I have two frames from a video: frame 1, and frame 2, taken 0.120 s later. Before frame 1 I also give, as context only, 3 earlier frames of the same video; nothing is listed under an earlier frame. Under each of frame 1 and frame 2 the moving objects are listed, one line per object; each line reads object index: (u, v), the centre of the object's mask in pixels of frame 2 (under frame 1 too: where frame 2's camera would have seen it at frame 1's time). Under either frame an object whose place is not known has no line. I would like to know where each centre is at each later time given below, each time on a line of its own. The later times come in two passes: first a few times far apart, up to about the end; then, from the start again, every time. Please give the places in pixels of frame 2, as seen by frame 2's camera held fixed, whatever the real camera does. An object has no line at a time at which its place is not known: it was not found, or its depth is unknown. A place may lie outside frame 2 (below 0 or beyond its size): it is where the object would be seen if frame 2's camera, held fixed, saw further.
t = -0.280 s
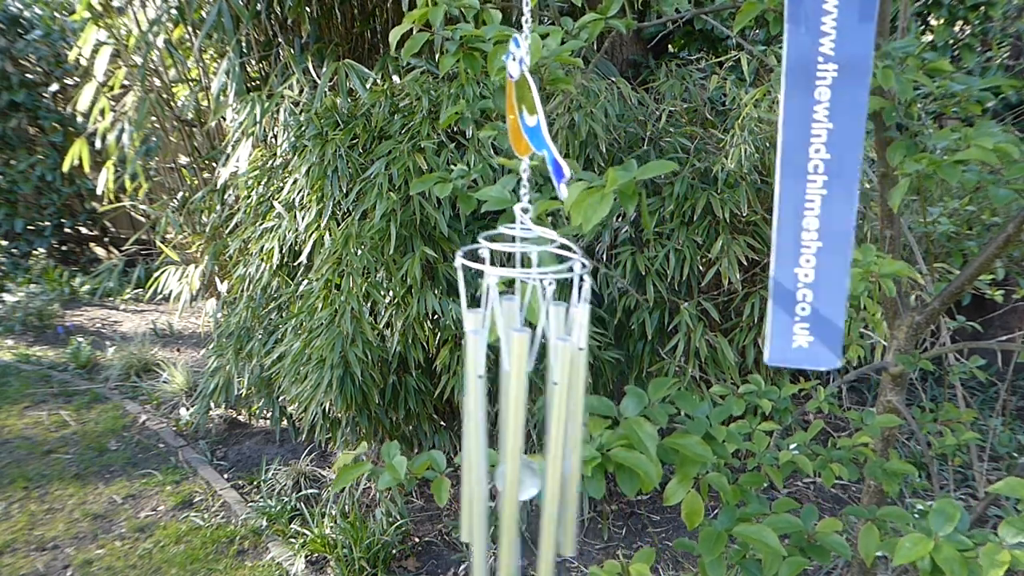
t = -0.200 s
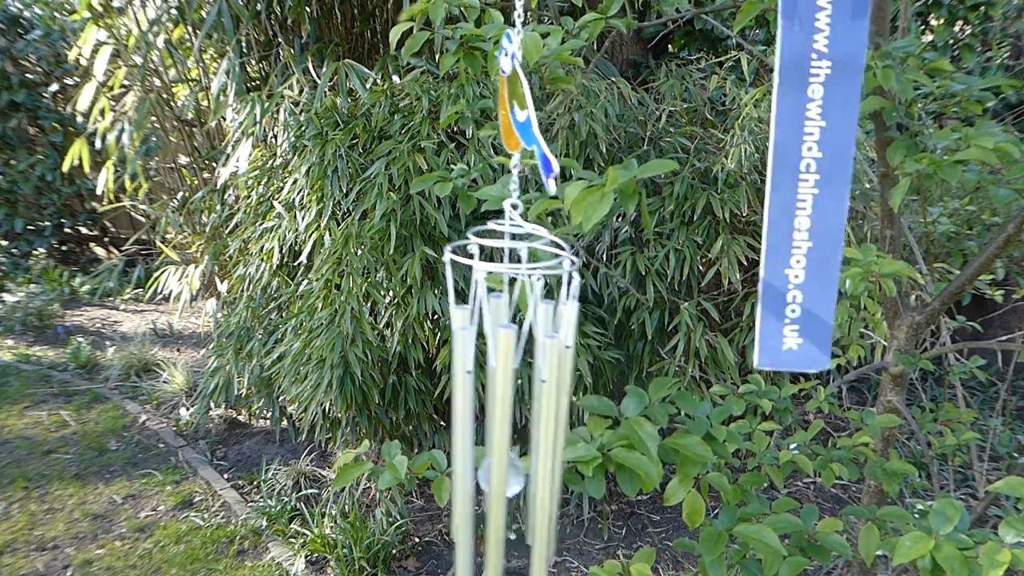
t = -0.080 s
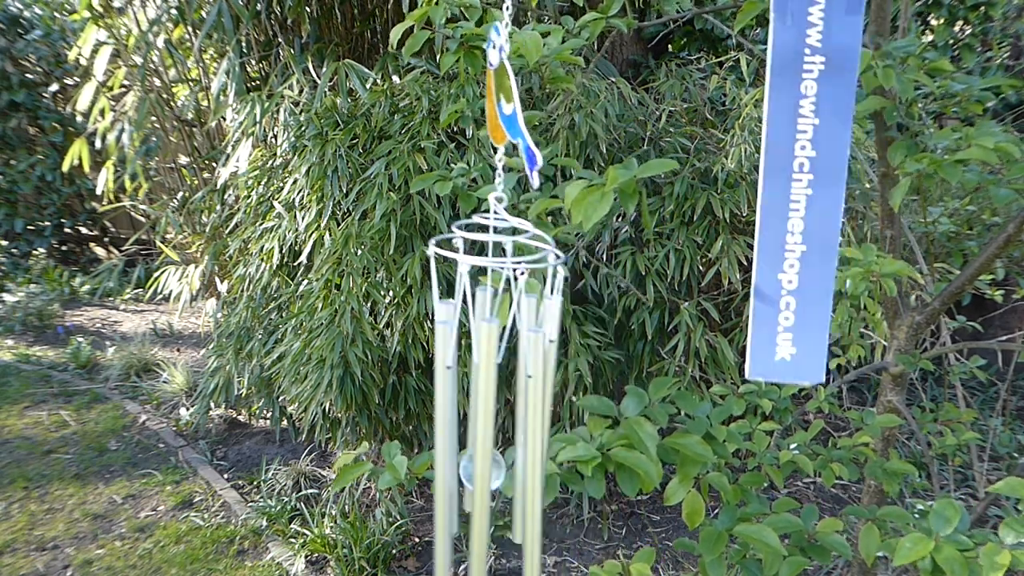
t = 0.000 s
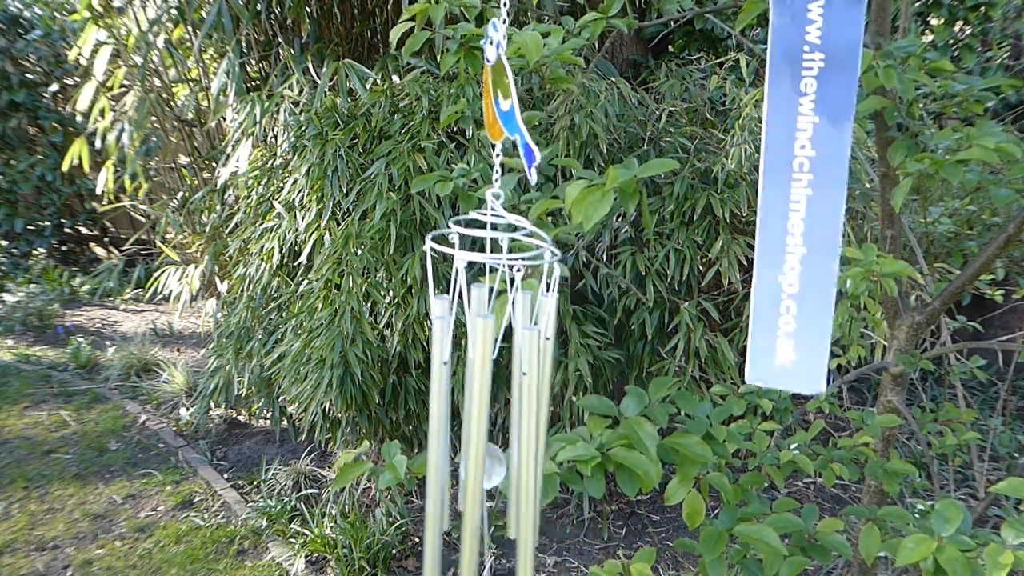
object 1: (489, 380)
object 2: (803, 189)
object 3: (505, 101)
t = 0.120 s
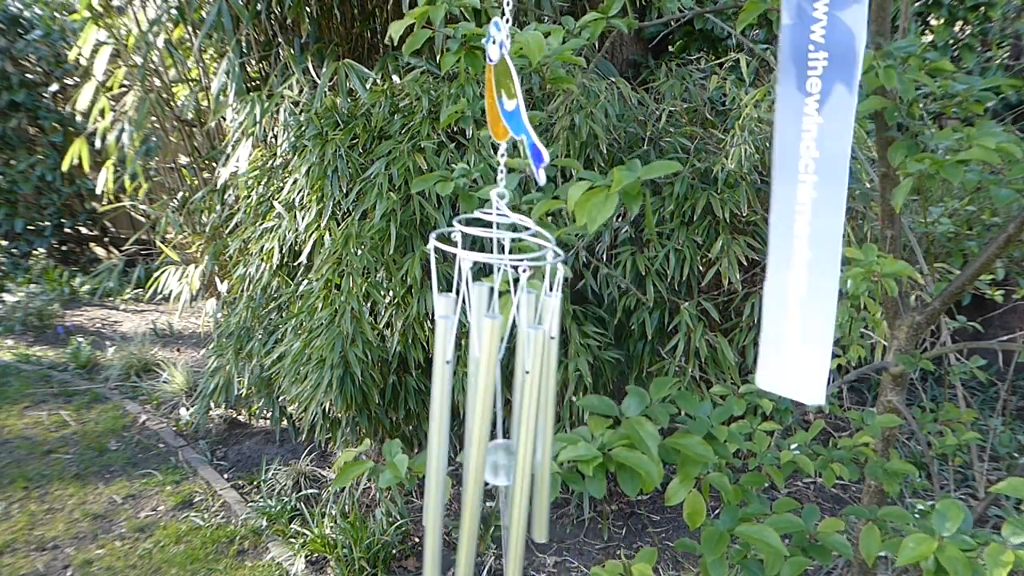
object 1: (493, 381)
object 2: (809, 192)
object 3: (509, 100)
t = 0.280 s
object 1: (511, 390)
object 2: (824, 193)
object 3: (525, 111)
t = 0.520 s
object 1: (559, 389)
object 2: (831, 185)
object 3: (553, 124)
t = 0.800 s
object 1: (553, 402)
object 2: (821, 182)
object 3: (553, 132)
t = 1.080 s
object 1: (487, 386)
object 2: (820, 190)
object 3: (501, 112)
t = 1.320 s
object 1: (444, 381)
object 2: (765, 197)
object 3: (466, 103)
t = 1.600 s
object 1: (468, 395)
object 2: (747, 190)
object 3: (487, 118)
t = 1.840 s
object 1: (527, 391)
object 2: (806, 193)
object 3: (525, 121)
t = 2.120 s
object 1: (553, 403)
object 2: (859, 195)
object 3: (549, 129)
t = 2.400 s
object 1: (522, 386)
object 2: (787, 190)
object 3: (526, 117)
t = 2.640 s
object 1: (487, 389)
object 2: (764, 188)
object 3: (510, 107)
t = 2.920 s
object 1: (495, 380)
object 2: (851, 189)
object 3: (509, 95)
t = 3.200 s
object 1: (520, 390)
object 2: (834, 184)
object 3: (531, 107)
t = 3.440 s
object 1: (542, 386)
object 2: (794, 179)
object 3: (542, 107)
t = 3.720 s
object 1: (546, 392)
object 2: (836, 195)
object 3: (550, 120)
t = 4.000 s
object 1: (542, 383)
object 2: (869, 185)
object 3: (548, 107)
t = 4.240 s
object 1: (525, 388)
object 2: (838, 176)
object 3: (540, 99)
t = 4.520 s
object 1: (510, 388)
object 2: (832, 182)
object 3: (525, 101)
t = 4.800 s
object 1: (522, 385)
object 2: (840, 197)
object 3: (535, 113)
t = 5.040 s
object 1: (551, 392)
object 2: (838, 194)
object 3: (555, 111)
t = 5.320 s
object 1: (557, 396)
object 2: (839, 190)
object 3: (563, 118)
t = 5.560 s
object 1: (531, 399)
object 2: (877, 199)
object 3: (548, 119)
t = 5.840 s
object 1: (506, 384)
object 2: (828, 194)
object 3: (521, 105)
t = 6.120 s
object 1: (512, 388)
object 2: (781, 188)
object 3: (529, 102)
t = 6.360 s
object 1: (544, 385)
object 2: (885, 200)
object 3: (551, 101)
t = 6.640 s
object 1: (559, 393)
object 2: (858, 201)
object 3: (565, 114)
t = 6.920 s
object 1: (540, 395)
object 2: (798, 201)
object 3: (546, 111)
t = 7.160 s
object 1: (510, 388)
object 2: (845, 205)
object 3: (525, 105)
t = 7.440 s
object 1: (503, 391)
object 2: (817, 192)
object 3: (521, 99)
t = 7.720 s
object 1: (530, 388)
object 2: (842, 193)
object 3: (535, 100)
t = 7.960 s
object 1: (549, 384)
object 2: (863, 195)
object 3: (554, 109)
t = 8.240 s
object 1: (558, 384)
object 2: (863, 201)
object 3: (561, 103)
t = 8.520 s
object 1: (554, 392)
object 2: (846, 199)
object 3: (559, 106)
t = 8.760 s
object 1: (540, 395)
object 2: (858, 197)
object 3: (547, 105)
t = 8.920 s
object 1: (527, 391)
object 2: (886, 195)
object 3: (538, 98)
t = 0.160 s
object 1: (496, 382)
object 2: (812, 192)
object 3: (512, 101)
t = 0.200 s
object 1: (500, 383)
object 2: (816, 192)
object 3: (515, 104)
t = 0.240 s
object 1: (505, 387)
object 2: (820, 193)
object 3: (520, 108)
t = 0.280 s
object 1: (511, 390)
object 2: (824, 193)
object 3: (525, 111)
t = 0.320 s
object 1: (519, 393)
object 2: (828, 193)
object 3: (531, 114)
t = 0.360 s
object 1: (528, 392)
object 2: (831, 192)
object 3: (536, 117)
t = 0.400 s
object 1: (536, 392)
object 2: (832, 191)
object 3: (542, 119)
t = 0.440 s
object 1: (544, 390)
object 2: (833, 189)
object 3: (547, 120)
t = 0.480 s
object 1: (552, 391)
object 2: (832, 187)
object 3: (551, 122)
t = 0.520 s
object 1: (559, 389)
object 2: (831, 185)
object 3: (553, 124)
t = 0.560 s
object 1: (565, 389)
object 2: (829, 184)
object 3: (554, 125)
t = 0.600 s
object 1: (570, 392)
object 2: (827, 183)
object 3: (555, 127)
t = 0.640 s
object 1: (571, 394)
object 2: (826, 181)
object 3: (556, 129)
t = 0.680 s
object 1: (569, 395)
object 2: (824, 181)
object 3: (556, 131)
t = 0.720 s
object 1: (565, 396)
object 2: (823, 180)
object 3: (556, 132)
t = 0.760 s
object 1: (559, 399)
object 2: (822, 181)
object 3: (555, 132)
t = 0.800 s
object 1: (553, 402)
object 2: (821, 182)
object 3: (553, 132)
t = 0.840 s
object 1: (546, 403)
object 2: (822, 183)
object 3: (549, 132)
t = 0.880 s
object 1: (537, 403)
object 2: (822, 185)
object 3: (544, 130)
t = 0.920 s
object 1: (528, 402)
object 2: (823, 186)
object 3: (537, 128)
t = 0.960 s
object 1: (517, 401)
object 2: (823, 187)
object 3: (528, 125)
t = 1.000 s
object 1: (507, 396)
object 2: (823, 188)
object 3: (519, 121)
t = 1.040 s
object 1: (497, 392)
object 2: (822, 189)
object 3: (510, 116)
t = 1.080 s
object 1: (487, 386)
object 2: (820, 190)
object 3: (501, 112)
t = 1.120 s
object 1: (477, 382)
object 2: (815, 190)
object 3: (492, 107)
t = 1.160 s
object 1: (469, 378)
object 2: (808, 190)
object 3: (485, 104)
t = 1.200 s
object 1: (461, 377)
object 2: (799, 191)
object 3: (478, 102)
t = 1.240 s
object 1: (454, 377)
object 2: (788, 193)
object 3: (472, 101)
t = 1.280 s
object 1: (449, 378)
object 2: (776, 195)
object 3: (468, 101)
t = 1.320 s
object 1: (444, 381)
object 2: (765, 197)
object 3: (466, 103)
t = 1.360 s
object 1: (442, 385)
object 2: (755, 196)
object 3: (466, 106)
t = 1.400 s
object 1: (441, 388)
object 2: (748, 194)
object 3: (467, 109)
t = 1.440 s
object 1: (442, 390)
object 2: (742, 193)
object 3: (469, 112)
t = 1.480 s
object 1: (447, 389)
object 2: (740, 192)
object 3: (474, 115)
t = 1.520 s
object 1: (453, 391)
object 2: (740, 192)
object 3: (478, 117)
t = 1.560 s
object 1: (460, 393)
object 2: (742, 191)
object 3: (482, 118)
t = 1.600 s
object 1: (468, 395)
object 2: (747, 190)
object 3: (487, 118)
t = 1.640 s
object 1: (477, 399)
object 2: (752, 190)
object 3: (491, 118)
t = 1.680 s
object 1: (488, 395)
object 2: (760, 191)
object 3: (496, 118)
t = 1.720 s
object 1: (499, 389)
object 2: (769, 192)
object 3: (502, 118)
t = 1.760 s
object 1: (510, 386)
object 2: (781, 192)
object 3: (510, 119)
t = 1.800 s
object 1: (518, 389)
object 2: (793, 192)
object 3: (517, 119)
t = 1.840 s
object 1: (527, 391)
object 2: (806, 193)
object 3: (525, 121)
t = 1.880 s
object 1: (533, 393)
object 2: (819, 192)
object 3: (532, 123)
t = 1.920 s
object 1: (540, 396)
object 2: (831, 193)
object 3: (539, 125)
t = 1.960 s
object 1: (545, 399)
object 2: (842, 192)
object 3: (544, 127)
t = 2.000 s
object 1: (548, 401)
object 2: (850, 194)
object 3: (547, 129)
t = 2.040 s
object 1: (551, 403)
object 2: (856, 194)
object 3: (549, 130)
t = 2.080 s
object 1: (552, 403)
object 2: (859, 195)
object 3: (550, 130)
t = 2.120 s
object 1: (553, 403)
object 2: (859, 195)
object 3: (549, 129)
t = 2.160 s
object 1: (552, 400)
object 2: (856, 195)
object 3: (547, 128)
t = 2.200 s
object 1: (550, 397)
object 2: (850, 194)
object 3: (545, 126)
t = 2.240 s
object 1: (547, 394)
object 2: (840, 194)
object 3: (542, 124)
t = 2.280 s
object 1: (542, 391)
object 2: (829, 192)
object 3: (538, 122)
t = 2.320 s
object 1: (536, 388)
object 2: (815, 191)
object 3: (534, 120)
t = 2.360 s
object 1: (529, 388)
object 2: (801, 190)
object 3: (530, 118)
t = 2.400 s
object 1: (522, 386)
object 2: (787, 190)
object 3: (526, 117)
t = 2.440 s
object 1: (514, 386)
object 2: (776, 189)
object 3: (522, 115)
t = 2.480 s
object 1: (508, 387)
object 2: (766, 189)
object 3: (519, 114)
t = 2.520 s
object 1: (501, 390)
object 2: (760, 188)
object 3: (516, 113)
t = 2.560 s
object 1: (495, 388)
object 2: (758, 186)
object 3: (513, 111)
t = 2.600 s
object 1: (490, 389)
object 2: (759, 186)
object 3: (512, 109)
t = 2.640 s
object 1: (487, 389)
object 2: (764, 188)
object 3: (510, 107)
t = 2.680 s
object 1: (486, 387)
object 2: (773, 189)
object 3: (508, 104)
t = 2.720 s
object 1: (484, 388)
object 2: (785, 191)
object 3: (507, 102)
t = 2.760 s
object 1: (484, 386)
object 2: (798, 191)
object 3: (506, 99)
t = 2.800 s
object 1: (485, 385)
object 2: (813, 191)
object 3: (506, 97)
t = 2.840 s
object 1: (488, 382)
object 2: (827, 190)
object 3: (506, 95)
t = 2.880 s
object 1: (492, 377)
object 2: (841, 190)
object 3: (507, 94)
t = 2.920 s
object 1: (495, 380)
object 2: (851, 189)
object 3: (509, 95)
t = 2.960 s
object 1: (497, 383)
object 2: (859, 187)
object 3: (510, 96)
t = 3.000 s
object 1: (500, 384)
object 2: (863, 184)
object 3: (513, 97)
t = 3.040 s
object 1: (503, 385)
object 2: (862, 184)
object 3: (516, 100)
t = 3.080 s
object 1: (511, 387)
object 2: (859, 186)
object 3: (520, 103)
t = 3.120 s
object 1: (514, 388)
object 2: (852, 186)
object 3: (523, 104)
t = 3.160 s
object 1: (518, 389)
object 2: (844, 185)
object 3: (527, 106)
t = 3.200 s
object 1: (520, 390)
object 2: (834, 184)
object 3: (531, 107)
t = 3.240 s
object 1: (525, 390)
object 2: (824, 183)
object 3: (534, 107)
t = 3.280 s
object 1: (530, 390)
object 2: (815, 182)
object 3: (537, 106)
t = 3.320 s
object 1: (534, 389)
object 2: (807, 180)
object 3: (539, 106)
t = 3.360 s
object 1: (537, 387)
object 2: (800, 179)
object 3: (541, 105)
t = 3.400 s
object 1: (540, 386)
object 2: (796, 178)
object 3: (541, 106)
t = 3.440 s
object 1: (542, 386)
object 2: (794, 179)
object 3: (542, 107)
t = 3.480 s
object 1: (542, 387)
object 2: (794, 181)
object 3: (543, 109)
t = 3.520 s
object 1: (544, 383)
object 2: (796, 184)
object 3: (543, 111)
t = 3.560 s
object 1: (547, 385)
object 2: (801, 188)
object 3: (543, 113)
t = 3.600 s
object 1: (540, 389)
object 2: (807, 190)
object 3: (544, 115)
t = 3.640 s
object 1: (538, 390)
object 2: (816, 192)
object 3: (546, 118)
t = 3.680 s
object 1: (547, 390)
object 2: (826, 194)
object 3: (548, 119)
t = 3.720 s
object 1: (546, 392)
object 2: (836, 195)
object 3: (550, 120)
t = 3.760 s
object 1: (545, 386)
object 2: (846, 195)
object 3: (551, 119)
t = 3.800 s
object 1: (542, 382)
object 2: (854, 194)
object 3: (551, 119)
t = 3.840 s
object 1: (542, 390)
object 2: (861, 193)
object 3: (552, 117)
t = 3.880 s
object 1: (543, 386)
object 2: (866, 192)
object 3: (552, 115)
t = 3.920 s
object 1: (544, 382)
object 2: (870, 190)
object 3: (552, 113)
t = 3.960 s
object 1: (542, 382)
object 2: (870, 187)
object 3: (550, 110)
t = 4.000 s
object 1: (542, 383)
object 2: (869, 185)
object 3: (548, 107)
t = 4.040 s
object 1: (542, 388)
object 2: (866, 183)
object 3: (547, 104)
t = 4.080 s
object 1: (539, 384)
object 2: (861, 182)
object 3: (545, 102)
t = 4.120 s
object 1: (536, 385)
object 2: (855, 181)
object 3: (543, 100)
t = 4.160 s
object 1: (533, 384)
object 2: (849, 179)
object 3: (542, 99)
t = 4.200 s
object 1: (529, 384)
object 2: (844, 178)
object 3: (541, 99)
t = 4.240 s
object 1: (525, 388)
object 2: (838, 176)
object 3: (540, 99)
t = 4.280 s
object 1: (525, 386)
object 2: (834, 176)
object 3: (537, 100)
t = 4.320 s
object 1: (517, 389)
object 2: (831, 175)
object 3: (534, 101)
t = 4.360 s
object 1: (514, 389)
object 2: (829, 175)
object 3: (530, 101)
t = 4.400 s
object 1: (512, 389)
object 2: (828, 176)
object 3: (528, 101)
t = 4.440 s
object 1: (510, 389)
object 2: (829, 177)
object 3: (526, 101)
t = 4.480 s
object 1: (510, 389)
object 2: (830, 180)
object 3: (524, 101)
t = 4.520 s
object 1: (510, 388)
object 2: (832, 182)
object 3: (525, 101)
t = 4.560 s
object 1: (511, 384)
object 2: (834, 184)
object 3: (525, 101)
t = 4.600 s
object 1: (512, 381)
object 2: (836, 187)
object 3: (527, 102)
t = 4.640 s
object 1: (513, 382)
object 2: (838, 190)
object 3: (528, 104)
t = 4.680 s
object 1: (514, 383)
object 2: (839, 192)
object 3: (529, 106)
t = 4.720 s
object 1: (515, 385)
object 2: (839, 194)
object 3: (530, 109)
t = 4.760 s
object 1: (518, 387)
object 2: (840, 196)
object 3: (532, 111)
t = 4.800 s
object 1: (522, 385)
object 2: (840, 197)
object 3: (535, 113)
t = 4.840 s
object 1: (527, 386)
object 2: (841, 198)
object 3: (540, 114)
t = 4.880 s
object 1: (531, 388)
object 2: (841, 197)
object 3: (544, 114)
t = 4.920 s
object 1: (535, 389)
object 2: (841, 197)
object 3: (547, 114)
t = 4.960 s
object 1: (541, 391)
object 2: (841, 196)
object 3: (551, 113)
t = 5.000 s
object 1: (547, 392)
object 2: (839, 195)
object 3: (554, 112)
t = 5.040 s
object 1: (551, 392)
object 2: (838, 194)
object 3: (555, 111)
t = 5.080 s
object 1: (555, 391)
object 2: (836, 193)
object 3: (556, 111)
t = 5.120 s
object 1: (558, 391)
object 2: (834, 192)
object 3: (557, 112)
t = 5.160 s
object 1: (561, 388)
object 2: (832, 191)
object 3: (559, 113)
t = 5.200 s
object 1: (562, 389)
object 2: (832, 190)
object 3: (561, 114)
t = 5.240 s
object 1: (563, 389)
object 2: (833, 190)
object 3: (563, 115)
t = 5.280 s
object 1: (561, 392)
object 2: (835, 190)
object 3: (564, 117)
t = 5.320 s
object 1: (557, 396)
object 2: (839, 190)
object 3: (563, 118)
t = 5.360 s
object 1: (555, 397)
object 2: (844, 192)
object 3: (562, 119)
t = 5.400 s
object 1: (551, 399)
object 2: (850, 193)
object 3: (560, 119)
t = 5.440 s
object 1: (547, 400)
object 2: (858, 195)
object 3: (558, 120)
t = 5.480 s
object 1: (541, 401)
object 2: (865, 197)
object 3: (555, 120)
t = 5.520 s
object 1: (536, 403)
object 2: (872, 199)
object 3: (552, 120)
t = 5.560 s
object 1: (531, 399)
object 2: (877, 199)
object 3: (548, 119)
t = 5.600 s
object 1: (527, 398)
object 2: (879, 199)
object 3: (542, 117)
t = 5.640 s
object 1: (522, 394)
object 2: (878, 199)
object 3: (537, 115)
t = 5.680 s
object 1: (518, 393)
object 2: (874, 198)
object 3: (531, 112)
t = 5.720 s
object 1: (515, 391)
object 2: (867, 197)
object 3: (526, 110)
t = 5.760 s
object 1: (512, 389)
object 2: (856, 195)
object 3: (522, 108)
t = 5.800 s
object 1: (509, 387)
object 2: (843, 195)
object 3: (521, 107)
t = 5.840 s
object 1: (506, 384)
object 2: (828, 194)
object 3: (521, 105)
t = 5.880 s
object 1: (505, 384)
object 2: (812, 194)
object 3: (522, 105)
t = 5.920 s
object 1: (502, 382)
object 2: (798, 192)
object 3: (523, 104)
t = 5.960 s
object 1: (502, 384)
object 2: (787, 191)
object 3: (524, 103)
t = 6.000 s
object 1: (503, 387)
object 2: (779, 189)
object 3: (525, 103)
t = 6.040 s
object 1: (505, 388)
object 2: (775, 187)
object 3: (526, 103)
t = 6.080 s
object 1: (508, 389)
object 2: (776, 186)
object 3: (527, 103)
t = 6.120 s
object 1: (512, 388)
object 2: (781, 188)
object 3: (529, 102)
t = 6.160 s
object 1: (517, 390)
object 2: (791, 193)
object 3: (532, 102)
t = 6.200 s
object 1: (522, 389)
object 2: (806, 195)
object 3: (536, 101)
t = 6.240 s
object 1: (528, 390)
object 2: (825, 196)
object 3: (540, 100)
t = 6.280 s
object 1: (534, 390)
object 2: (846, 198)
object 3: (544, 100)
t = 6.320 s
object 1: (540, 386)
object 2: (867, 200)
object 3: (548, 100)
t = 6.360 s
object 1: (544, 385)
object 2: (885, 200)
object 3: (551, 101)
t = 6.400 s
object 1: (549, 382)
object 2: (898, 199)
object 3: (554, 102)
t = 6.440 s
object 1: (552, 384)
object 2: (906, 198)
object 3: (556, 104)
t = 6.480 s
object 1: (556, 386)
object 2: (908, 198)
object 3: (558, 106)
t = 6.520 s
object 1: (558, 386)
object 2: (903, 200)
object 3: (561, 108)
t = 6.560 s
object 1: (559, 388)
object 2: (892, 202)
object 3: (563, 111)
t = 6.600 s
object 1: (560, 389)
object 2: (877, 202)
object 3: (565, 112)
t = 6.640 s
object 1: (559, 393)
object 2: (858, 201)
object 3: (565, 114)
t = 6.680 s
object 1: (558, 394)
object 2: (840, 199)
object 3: (565, 115)
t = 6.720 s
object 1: (556, 395)
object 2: (823, 197)
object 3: (563, 115)
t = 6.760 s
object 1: (554, 395)
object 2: (810, 195)
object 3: (560, 115)
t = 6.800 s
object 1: (551, 395)
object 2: (802, 195)
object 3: (557, 115)
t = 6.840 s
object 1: (547, 395)
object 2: (797, 194)
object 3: (554, 114)
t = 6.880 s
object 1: (543, 395)
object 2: (795, 196)
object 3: (550, 113)
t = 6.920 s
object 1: (540, 395)
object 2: (798, 201)
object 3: (546, 111)
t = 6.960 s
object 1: (535, 394)
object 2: (804, 204)
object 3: (542, 110)
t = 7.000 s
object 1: (530, 394)
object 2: (813, 205)
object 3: (538, 109)
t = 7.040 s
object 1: (525, 391)
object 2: (822, 206)
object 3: (534, 108)
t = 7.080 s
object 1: (519, 389)
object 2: (832, 207)
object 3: (531, 107)
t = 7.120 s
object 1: (515, 388)
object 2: (840, 206)
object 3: (527, 106)
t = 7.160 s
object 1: (510, 388)
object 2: (845, 205)
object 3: (525, 105)
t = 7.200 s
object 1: (507, 388)
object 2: (847, 203)
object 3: (524, 105)
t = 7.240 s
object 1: (504, 389)
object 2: (846, 202)
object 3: (523, 104)
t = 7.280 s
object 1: (502, 387)
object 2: (841, 200)
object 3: (522, 103)
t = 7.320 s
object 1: (500, 389)
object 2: (835, 198)
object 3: (521, 102)
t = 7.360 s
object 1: (500, 388)
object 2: (828, 196)
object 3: (521, 101)
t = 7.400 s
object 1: (501, 389)
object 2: (822, 194)
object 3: (521, 100)
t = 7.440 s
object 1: (503, 391)
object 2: (817, 192)
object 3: (521, 99)
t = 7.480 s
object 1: (506, 391)
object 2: (814, 189)
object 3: (522, 98)
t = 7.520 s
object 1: (510, 393)
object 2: (814, 189)
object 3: (523, 98)
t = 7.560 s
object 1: (514, 389)
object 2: (817, 189)
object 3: (525, 98)
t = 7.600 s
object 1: (518, 388)
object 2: (821, 191)
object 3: (526, 97)
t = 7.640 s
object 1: (524, 386)
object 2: (828, 191)
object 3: (529, 98)
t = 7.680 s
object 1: (527, 386)
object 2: (835, 192)
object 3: (532, 99)
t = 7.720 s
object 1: (530, 388)
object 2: (842, 193)
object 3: (535, 100)
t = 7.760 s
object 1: (534, 388)
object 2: (849, 194)
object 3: (539, 102)
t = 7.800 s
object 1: (538, 386)
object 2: (854, 194)
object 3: (542, 104)
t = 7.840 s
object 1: (542, 387)
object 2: (859, 194)
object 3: (546, 106)
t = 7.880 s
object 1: (544, 386)
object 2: (862, 194)
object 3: (549, 107)
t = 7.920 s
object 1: (547, 384)
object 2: (863, 194)
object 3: (552, 109)
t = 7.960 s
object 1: (549, 384)
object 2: (863, 195)
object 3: (554, 109)
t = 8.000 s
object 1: (550, 382)
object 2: (861, 195)
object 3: (556, 109)
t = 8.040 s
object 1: (551, 381)
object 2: (859, 196)
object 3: (557, 108)
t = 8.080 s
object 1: (552, 379)
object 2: (858, 197)
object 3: (558, 108)
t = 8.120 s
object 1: (554, 380)
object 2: (858, 197)
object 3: (559, 106)
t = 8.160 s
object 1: (556, 378)
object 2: (860, 199)
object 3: (560, 105)
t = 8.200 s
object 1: (557, 382)
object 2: (862, 200)
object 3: (560, 104)
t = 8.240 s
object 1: (558, 384)
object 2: (863, 201)
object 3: (561, 103)
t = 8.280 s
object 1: (557, 388)
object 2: (863, 202)
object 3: (560, 102)
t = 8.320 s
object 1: (558, 390)
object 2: (862, 202)
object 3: (560, 102)
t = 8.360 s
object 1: (558, 392)
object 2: (860, 202)
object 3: (560, 103)
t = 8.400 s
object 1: (558, 394)
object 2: (858, 203)
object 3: (560, 104)
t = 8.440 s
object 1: (557, 394)
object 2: (854, 201)
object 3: (559, 105)
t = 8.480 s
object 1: (555, 394)
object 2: (849, 200)
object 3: (559, 105)
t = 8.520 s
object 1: (554, 392)
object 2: (846, 199)
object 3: (559, 106)
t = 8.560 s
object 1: (552, 390)
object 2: (844, 197)
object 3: (558, 107)
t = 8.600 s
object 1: (548, 387)
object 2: (842, 195)
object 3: (557, 108)
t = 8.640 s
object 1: (547, 390)
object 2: (843, 193)
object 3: (555, 107)
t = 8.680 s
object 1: (545, 393)
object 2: (845, 193)
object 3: (552, 107)
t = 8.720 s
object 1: (542, 394)
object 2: (851, 195)
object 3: (549, 106)
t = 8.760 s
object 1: (540, 395)
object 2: (858, 197)
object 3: (547, 105)
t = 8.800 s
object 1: (536, 394)
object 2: (866, 198)
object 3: (544, 103)
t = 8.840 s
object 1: (533, 393)
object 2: (875, 197)
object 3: (541, 101)
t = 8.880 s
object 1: (530, 393)
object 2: (882, 197)
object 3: (539, 100)
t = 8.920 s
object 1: (527, 391)
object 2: (886, 195)
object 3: (538, 98)
